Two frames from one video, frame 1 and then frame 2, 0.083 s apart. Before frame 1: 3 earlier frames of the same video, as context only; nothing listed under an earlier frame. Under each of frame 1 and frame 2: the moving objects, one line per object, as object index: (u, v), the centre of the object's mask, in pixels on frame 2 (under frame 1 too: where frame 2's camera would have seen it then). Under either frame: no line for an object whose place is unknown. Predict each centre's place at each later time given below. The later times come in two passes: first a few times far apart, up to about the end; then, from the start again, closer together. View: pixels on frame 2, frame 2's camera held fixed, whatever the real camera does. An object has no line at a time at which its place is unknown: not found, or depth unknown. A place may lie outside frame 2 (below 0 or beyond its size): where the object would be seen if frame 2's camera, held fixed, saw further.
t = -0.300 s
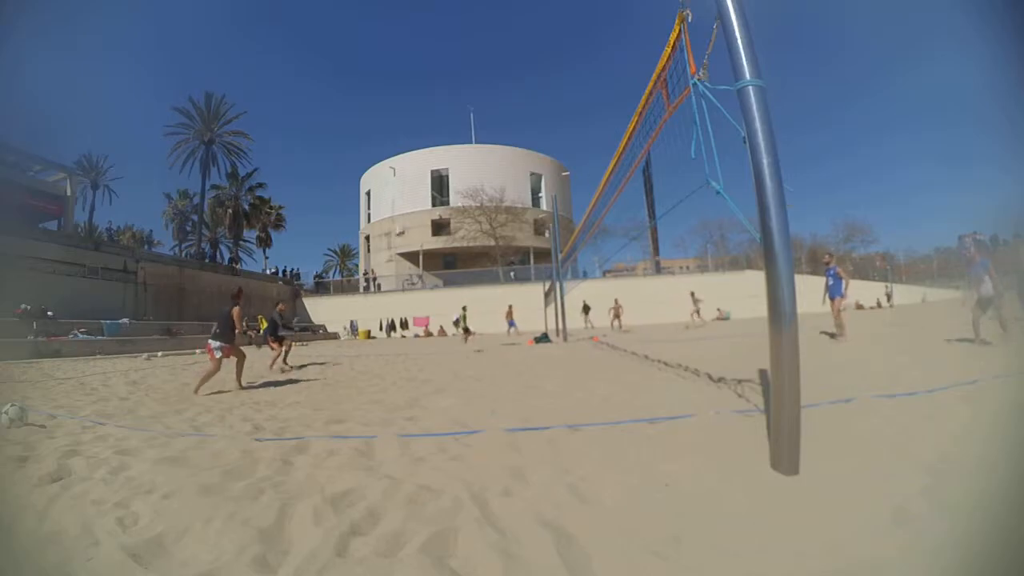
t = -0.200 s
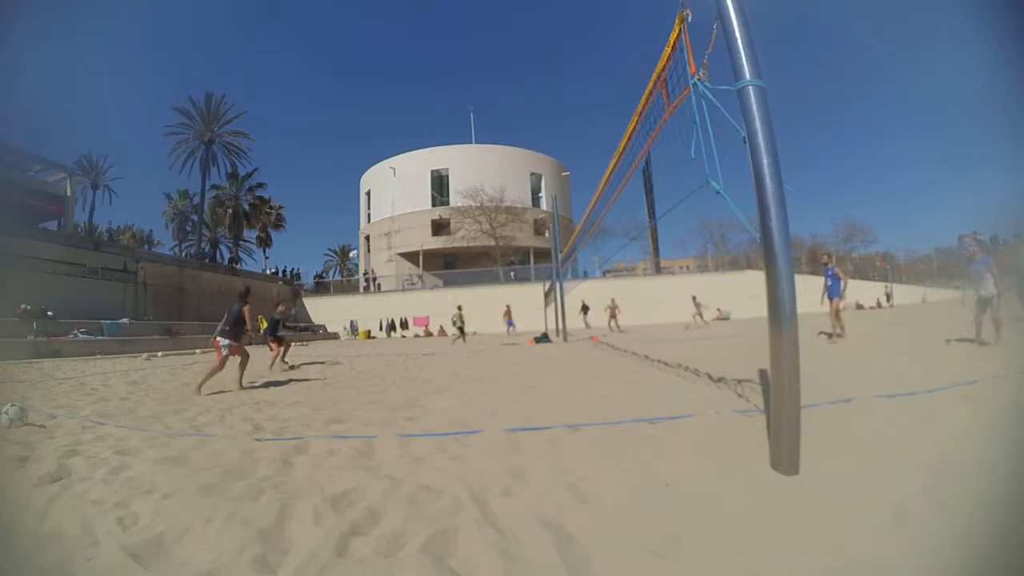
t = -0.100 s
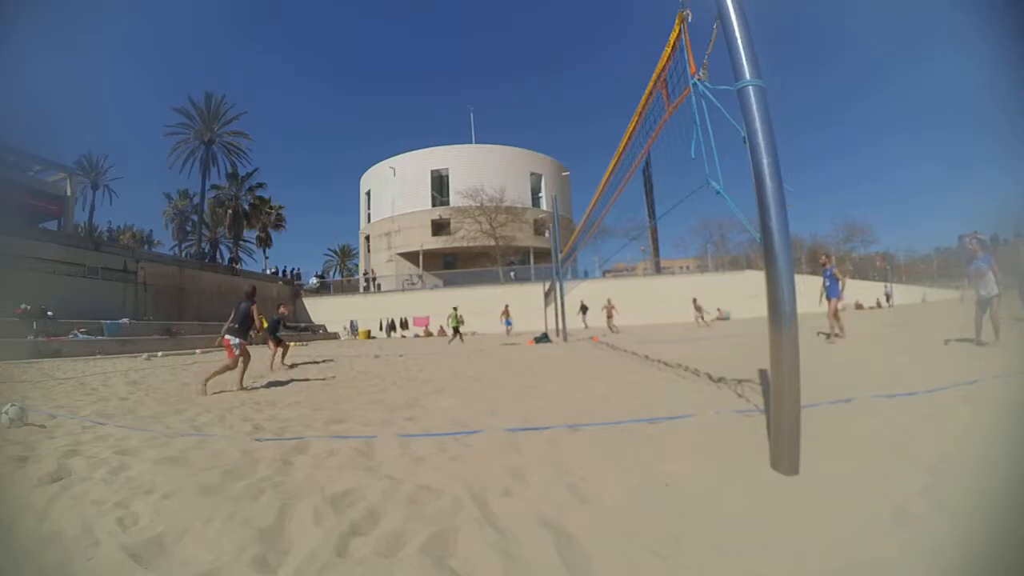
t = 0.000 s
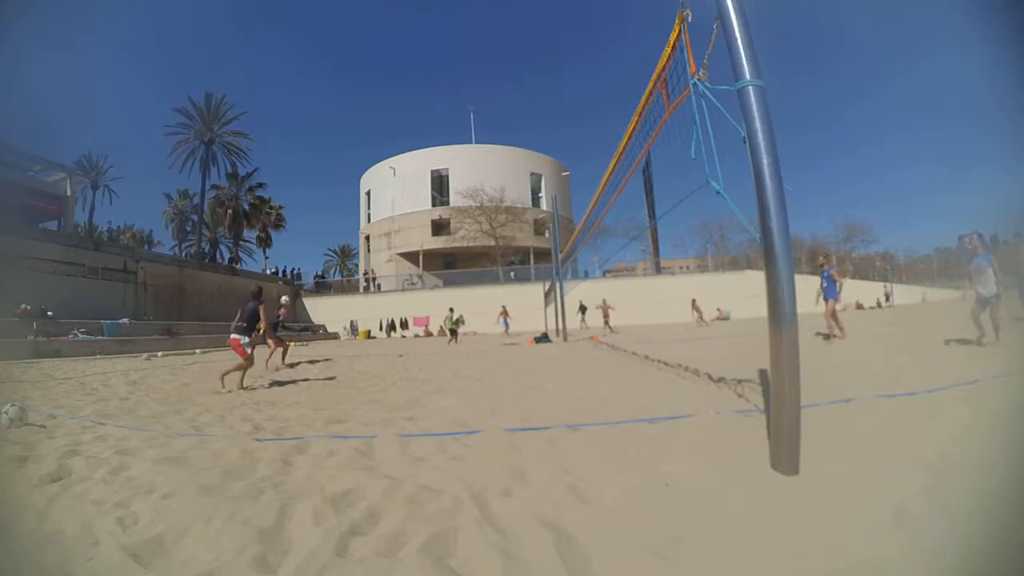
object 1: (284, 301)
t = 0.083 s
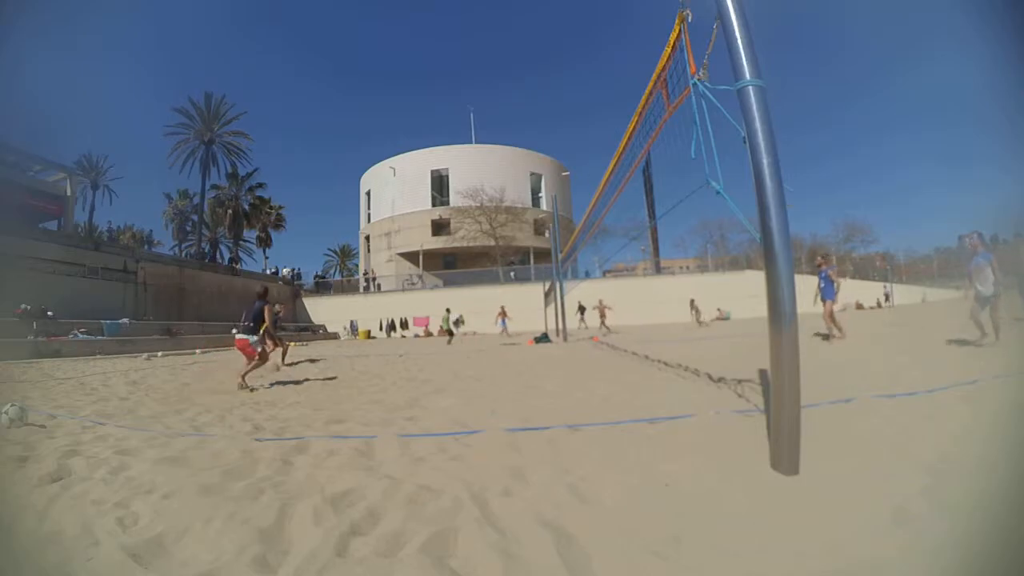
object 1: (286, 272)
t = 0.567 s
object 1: (300, 165)
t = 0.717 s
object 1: (305, 150)
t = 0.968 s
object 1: (312, 147)
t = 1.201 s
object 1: (317, 169)
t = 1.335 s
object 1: (320, 194)
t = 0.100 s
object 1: (286, 267)
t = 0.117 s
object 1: (287, 262)
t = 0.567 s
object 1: (300, 165)
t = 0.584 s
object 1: (300, 163)
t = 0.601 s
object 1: (301, 161)
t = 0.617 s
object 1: (301, 159)
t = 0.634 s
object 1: (302, 157)
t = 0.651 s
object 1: (303, 156)
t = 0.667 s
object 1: (303, 154)
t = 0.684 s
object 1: (302, 153)
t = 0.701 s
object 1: (303, 152)
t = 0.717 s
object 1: (305, 150)
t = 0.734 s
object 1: (304, 148)
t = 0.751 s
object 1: (305, 148)
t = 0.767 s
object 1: (306, 147)
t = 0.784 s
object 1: (306, 146)
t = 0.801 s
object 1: (307, 146)
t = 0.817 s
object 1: (307, 145)
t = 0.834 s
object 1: (307, 145)
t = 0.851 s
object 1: (308, 145)
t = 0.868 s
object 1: (309, 145)
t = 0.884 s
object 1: (310, 146)
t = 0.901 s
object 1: (310, 145)
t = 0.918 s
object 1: (310, 145)
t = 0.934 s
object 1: (311, 146)
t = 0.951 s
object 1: (311, 146)
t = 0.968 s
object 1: (312, 147)
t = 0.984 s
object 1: (312, 147)
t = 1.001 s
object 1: (312, 148)
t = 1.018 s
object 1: (313, 148)
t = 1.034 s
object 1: (313, 149)
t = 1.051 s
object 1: (313, 151)
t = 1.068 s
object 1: (313, 152)
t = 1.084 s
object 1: (314, 154)
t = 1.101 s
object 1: (314, 155)
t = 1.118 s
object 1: (314, 158)
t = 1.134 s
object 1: (314, 159)
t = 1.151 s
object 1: (315, 161)
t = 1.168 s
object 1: (315, 164)
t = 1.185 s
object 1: (317, 166)
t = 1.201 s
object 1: (317, 169)
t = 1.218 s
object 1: (318, 172)
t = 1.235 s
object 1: (317, 174)
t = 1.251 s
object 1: (318, 177)
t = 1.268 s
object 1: (319, 180)
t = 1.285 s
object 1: (319, 183)
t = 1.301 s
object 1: (320, 186)
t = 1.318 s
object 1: (320, 191)
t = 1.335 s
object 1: (320, 194)
